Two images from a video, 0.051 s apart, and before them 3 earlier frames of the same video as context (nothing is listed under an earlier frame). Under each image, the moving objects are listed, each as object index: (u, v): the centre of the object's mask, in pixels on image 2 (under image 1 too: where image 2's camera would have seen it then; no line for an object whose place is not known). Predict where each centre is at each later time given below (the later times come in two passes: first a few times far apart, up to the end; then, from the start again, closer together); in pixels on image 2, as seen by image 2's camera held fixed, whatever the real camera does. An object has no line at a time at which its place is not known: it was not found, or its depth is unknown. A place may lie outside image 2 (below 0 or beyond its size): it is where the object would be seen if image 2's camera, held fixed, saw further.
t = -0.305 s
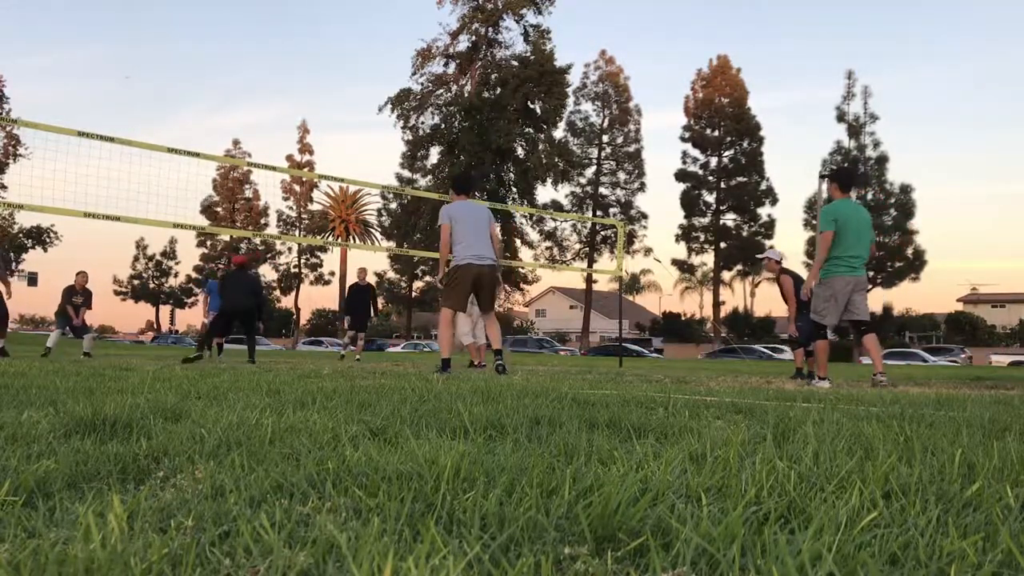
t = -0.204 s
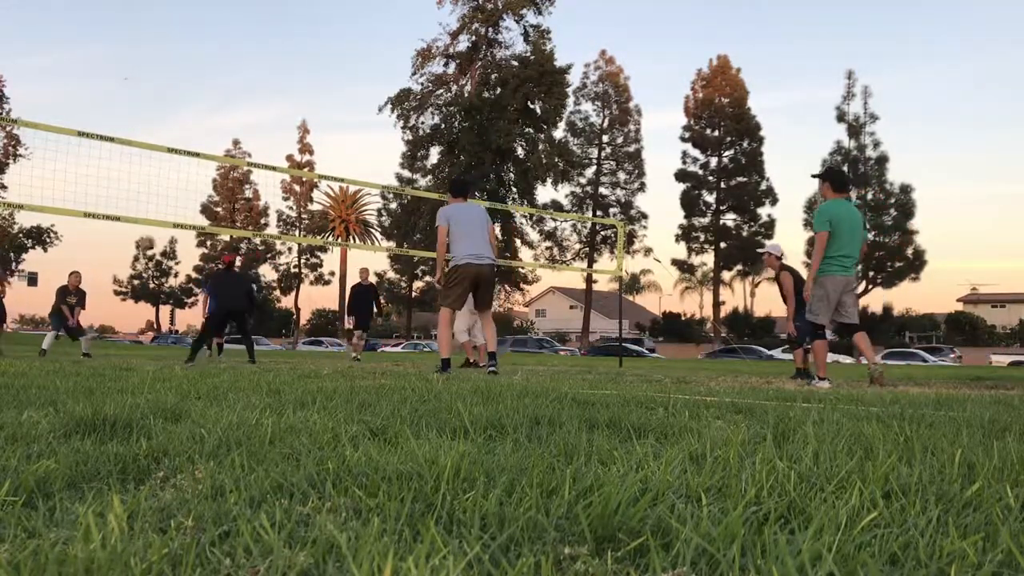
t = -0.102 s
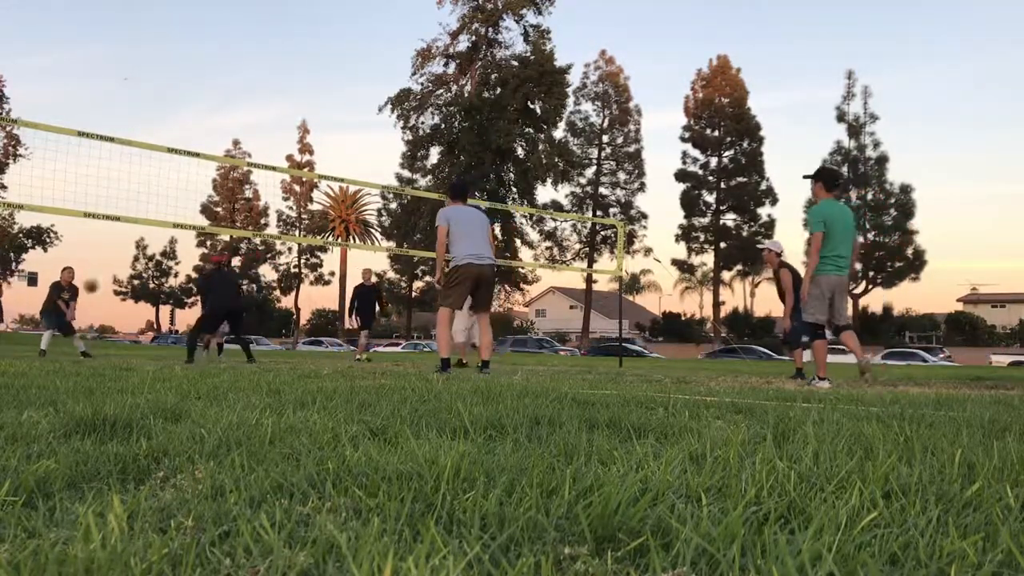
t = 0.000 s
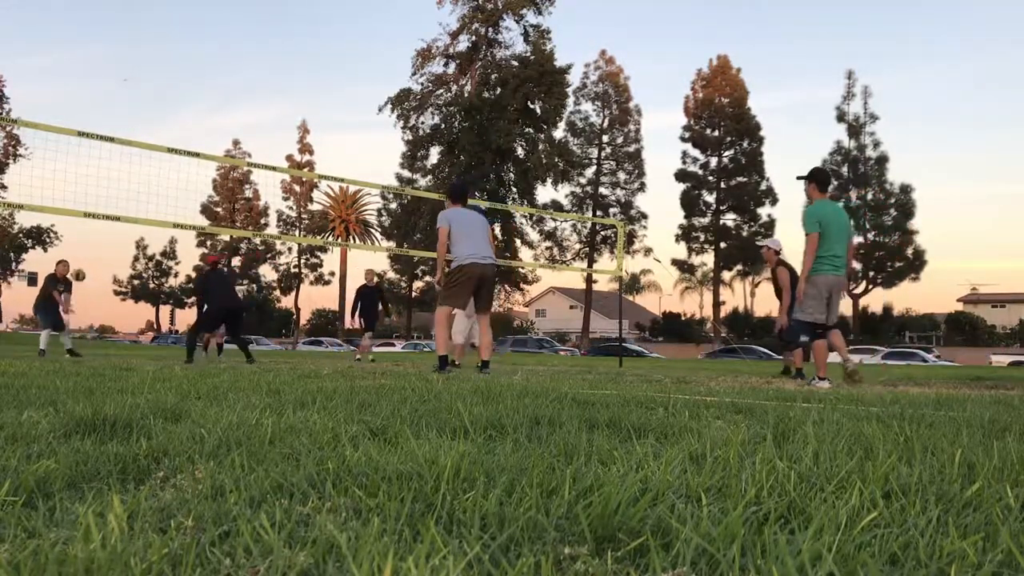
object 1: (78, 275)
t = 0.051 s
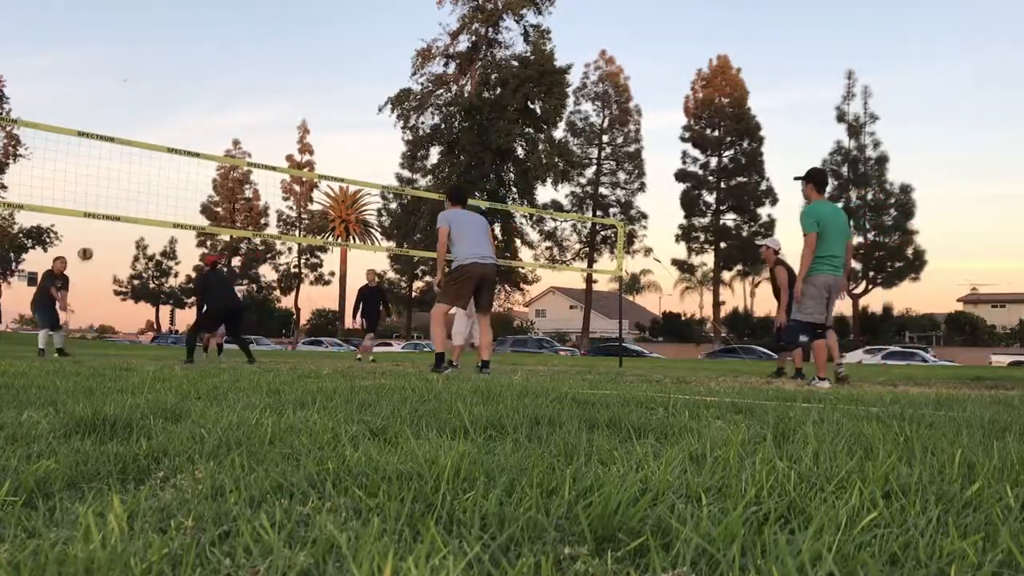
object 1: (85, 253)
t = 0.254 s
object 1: (115, 178)
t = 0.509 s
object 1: (147, 125)
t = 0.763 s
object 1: (179, 114)
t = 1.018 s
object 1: (210, 146)
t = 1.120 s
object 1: (222, 172)
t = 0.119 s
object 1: (96, 223)
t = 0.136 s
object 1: (98, 217)
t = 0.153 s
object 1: (102, 208)
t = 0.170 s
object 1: (103, 203)
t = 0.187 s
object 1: (106, 198)
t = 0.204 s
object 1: (108, 193)
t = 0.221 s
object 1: (110, 188)
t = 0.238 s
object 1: (113, 182)
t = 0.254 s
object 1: (115, 178)
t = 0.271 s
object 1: (117, 173)
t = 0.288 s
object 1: (119, 169)
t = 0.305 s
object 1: (121, 164)
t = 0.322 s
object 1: (123, 160)
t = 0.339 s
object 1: (126, 156)
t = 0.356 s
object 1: (128, 152)
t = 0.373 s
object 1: (130, 150)
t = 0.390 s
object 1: (131, 148)
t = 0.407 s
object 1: (134, 141)
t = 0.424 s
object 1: (137, 136)
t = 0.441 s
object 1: (139, 135)
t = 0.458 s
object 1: (141, 133)
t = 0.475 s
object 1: (143, 130)
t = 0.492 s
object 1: (145, 128)
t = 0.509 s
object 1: (147, 125)
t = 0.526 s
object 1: (149, 123)
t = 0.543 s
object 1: (151, 122)
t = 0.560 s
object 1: (154, 120)
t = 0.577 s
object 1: (156, 119)
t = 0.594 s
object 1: (158, 117)
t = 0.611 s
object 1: (160, 116)
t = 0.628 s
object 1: (162, 115)
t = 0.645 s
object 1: (164, 114)
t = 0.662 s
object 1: (166, 114)
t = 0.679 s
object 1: (168, 113)
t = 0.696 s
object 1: (170, 113)
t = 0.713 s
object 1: (172, 113)
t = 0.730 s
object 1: (174, 113)
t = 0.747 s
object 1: (176, 114)
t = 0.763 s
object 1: (179, 114)
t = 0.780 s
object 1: (181, 115)
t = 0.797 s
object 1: (183, 116)
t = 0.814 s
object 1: (185, 117)
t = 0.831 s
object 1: (187, 118)
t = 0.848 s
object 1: (189, 120)
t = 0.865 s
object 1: (191, 121)
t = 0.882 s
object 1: (194, 123)
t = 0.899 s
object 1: (196, 126)
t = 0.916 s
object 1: (198, 128)
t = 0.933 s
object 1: (200, 130)
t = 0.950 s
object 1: (202, 133)
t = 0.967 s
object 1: (204, 136)
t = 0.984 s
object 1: (206, 139)
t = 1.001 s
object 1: (208, 142)
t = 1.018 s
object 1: (210, 146)
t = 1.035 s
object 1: (213, 149)
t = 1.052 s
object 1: (215, 151)
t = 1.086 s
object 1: (216, 166)
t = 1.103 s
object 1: (218, 169)
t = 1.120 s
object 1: (222, 172)
